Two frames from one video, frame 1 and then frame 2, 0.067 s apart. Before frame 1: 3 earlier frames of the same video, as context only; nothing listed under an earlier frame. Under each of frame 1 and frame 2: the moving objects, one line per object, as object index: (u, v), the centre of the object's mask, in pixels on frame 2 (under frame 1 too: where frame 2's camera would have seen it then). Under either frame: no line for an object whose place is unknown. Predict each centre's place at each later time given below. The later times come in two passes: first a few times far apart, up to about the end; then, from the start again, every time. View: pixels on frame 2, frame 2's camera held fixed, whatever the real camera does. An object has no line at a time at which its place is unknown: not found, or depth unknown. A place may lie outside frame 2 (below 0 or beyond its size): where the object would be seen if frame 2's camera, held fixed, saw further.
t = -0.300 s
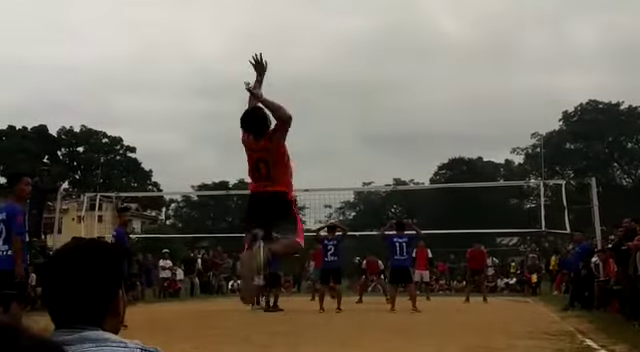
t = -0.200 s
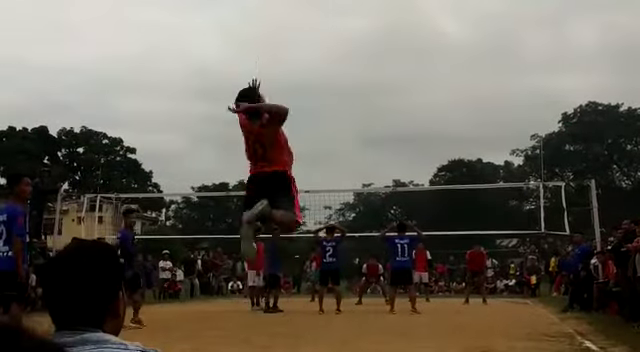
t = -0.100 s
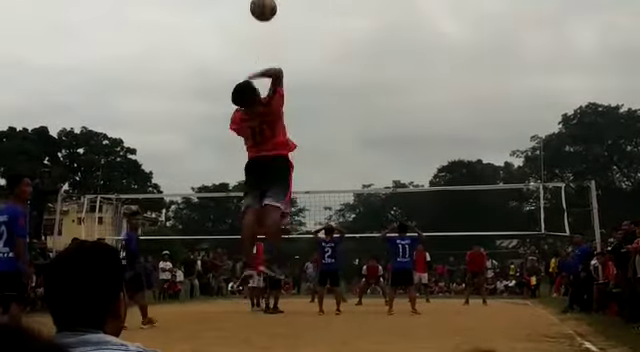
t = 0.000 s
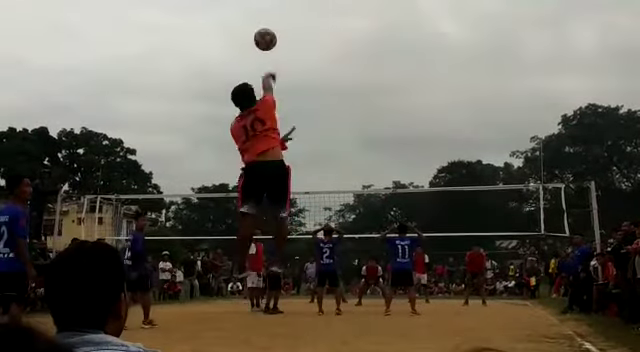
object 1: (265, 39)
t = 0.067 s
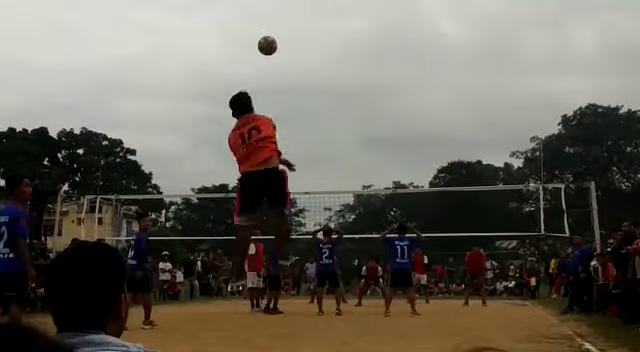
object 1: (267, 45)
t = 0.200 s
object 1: (269, 66)
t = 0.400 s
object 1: (267, 109)
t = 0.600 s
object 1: (264, 158)
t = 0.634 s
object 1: (264, 166)
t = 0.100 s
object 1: (268, 50)
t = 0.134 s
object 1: (268, 55)
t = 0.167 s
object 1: (268, 60)
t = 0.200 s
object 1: (269, 66)
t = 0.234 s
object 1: (269, 73)
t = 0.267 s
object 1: (268, 80)
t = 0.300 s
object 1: (268, 87)
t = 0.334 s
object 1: (268, 94)
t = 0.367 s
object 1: (268, 101)
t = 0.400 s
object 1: (267, 109)
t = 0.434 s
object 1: (267, 117)
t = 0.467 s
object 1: (266, 125)
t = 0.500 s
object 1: (266, 133)
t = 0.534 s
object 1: (265, 141)
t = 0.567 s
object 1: (265, 149)
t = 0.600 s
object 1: (264, 158)
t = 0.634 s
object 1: (264, 166)
